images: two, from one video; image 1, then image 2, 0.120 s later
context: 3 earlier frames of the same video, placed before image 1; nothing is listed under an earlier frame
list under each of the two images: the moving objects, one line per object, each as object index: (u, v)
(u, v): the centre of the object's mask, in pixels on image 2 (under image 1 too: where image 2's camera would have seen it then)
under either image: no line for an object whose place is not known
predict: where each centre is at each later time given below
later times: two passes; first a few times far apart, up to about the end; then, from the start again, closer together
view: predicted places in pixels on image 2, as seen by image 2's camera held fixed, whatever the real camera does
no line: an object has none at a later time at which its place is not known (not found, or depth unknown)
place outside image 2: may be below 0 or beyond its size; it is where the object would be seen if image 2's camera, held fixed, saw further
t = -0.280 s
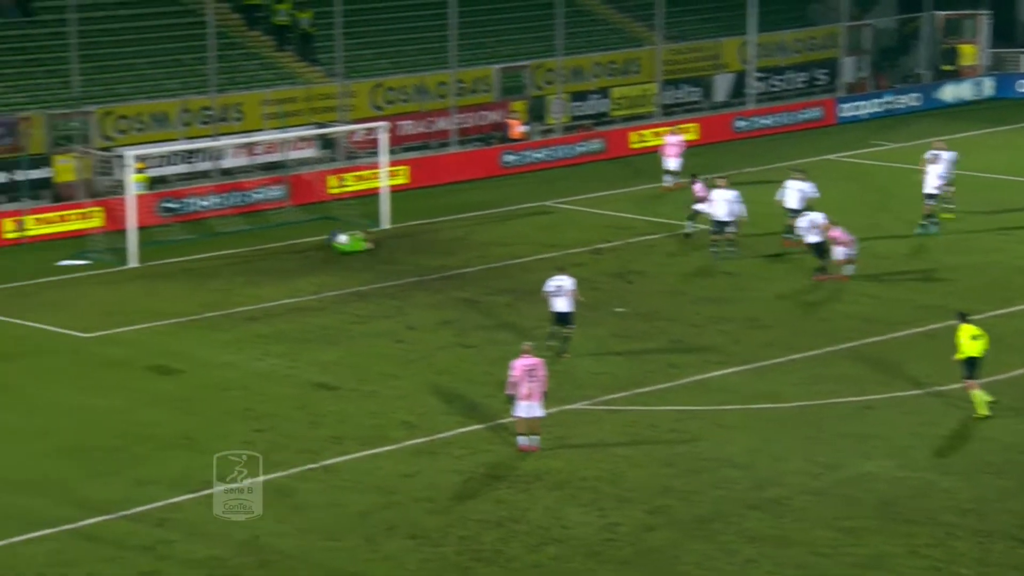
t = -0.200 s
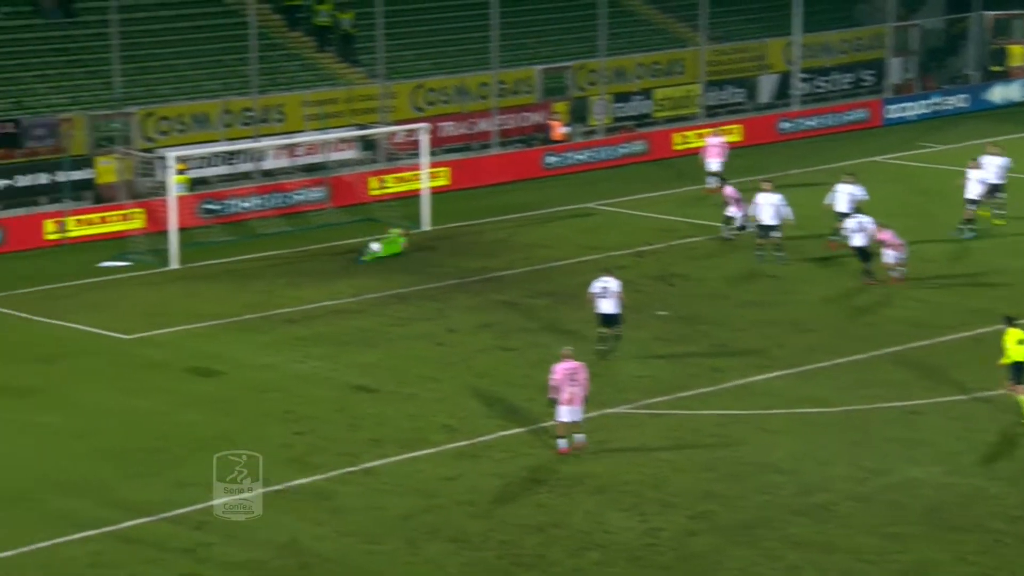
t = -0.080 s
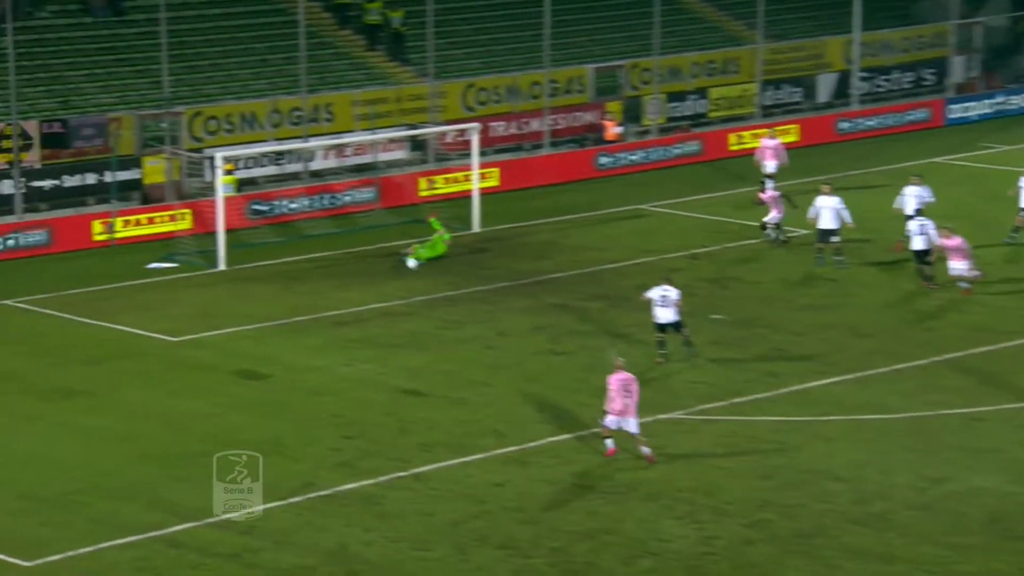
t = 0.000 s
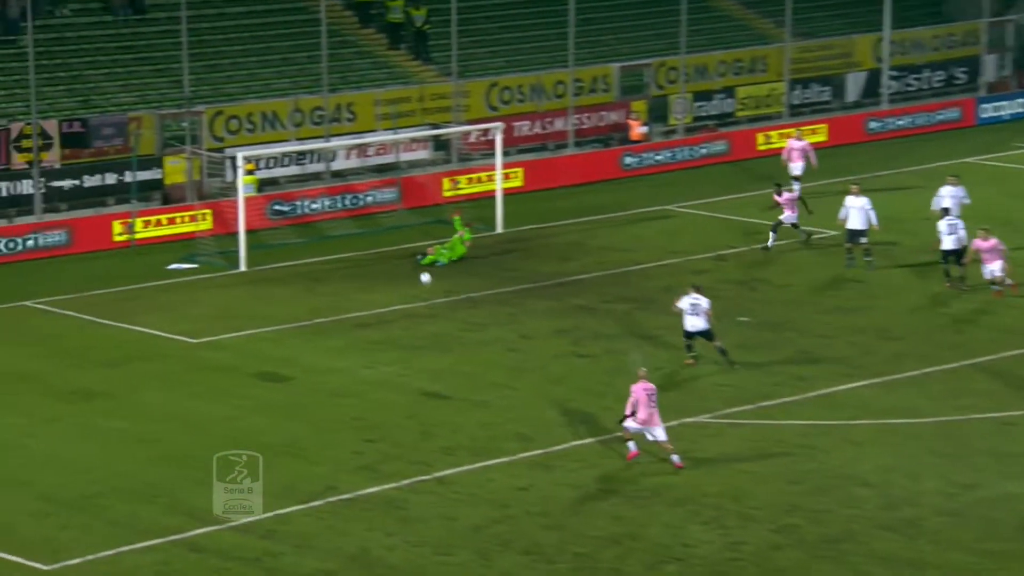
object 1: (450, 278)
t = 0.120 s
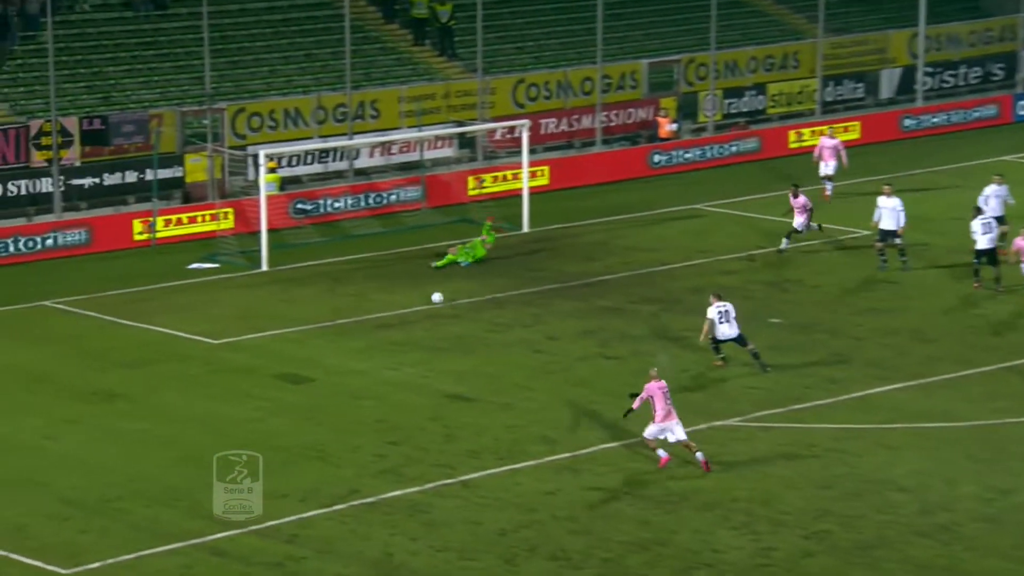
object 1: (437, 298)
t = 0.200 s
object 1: (428, 298)
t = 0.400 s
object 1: (406, 312)
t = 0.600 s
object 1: (383, 333)
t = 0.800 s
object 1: (360, 350)
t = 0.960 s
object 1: (341, 360)
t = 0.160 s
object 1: (433, 298)
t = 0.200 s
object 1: (428, 298)
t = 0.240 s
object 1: (424, 299)
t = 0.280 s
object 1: (420, 301)
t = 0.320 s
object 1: (416, 303)
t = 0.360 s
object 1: (411, 308)
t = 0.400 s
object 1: (406, 312)
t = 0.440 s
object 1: (402, 318)
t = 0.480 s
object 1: (397, 324)
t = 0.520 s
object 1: (392, 331)
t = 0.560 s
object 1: (387, 333)
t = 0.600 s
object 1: (383, 333)
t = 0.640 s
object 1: (378, 335)
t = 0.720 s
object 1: (369, 341)
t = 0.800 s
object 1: (360, 350)
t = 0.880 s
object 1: (350, 356)
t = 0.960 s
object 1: (341, 360)
